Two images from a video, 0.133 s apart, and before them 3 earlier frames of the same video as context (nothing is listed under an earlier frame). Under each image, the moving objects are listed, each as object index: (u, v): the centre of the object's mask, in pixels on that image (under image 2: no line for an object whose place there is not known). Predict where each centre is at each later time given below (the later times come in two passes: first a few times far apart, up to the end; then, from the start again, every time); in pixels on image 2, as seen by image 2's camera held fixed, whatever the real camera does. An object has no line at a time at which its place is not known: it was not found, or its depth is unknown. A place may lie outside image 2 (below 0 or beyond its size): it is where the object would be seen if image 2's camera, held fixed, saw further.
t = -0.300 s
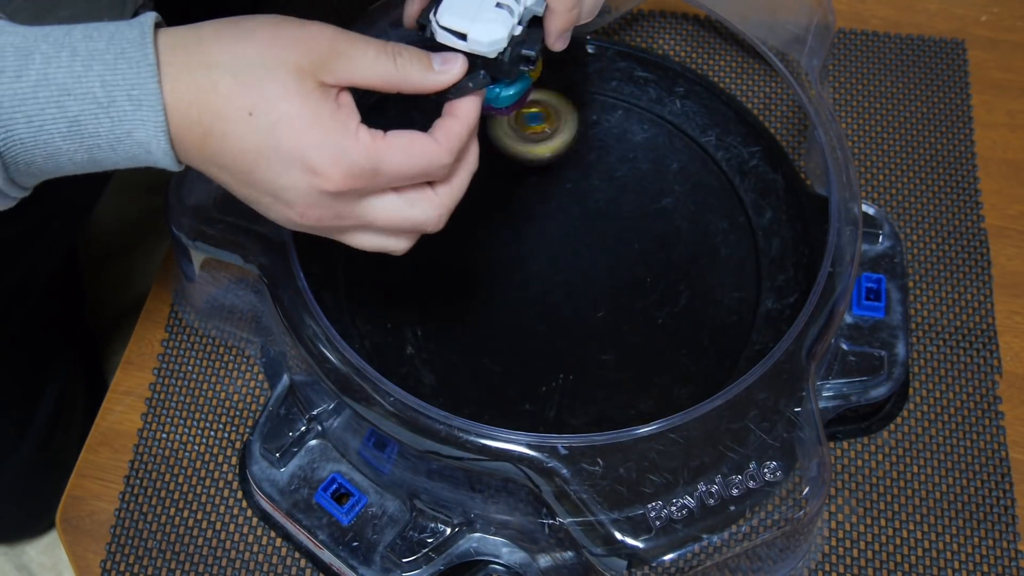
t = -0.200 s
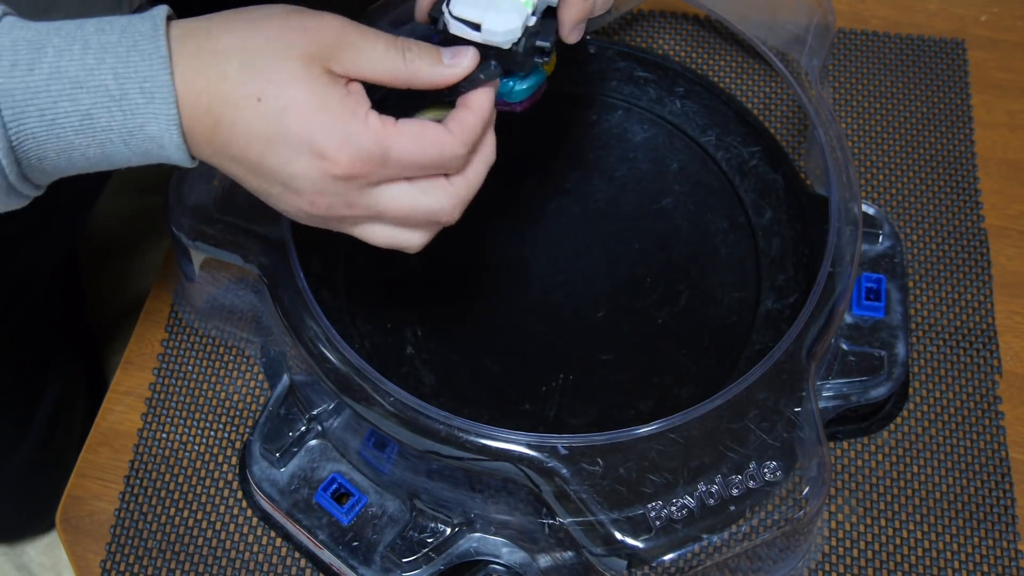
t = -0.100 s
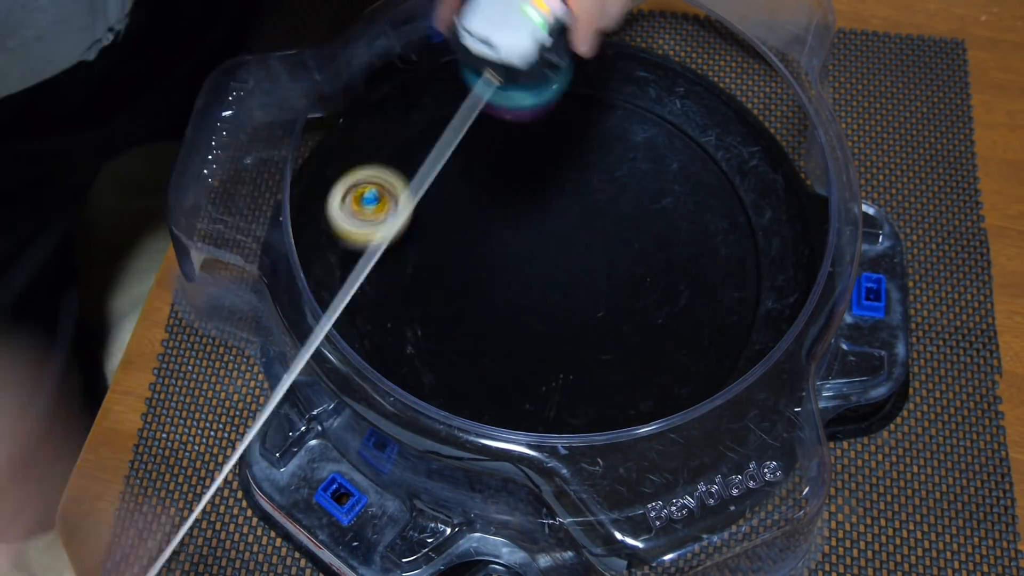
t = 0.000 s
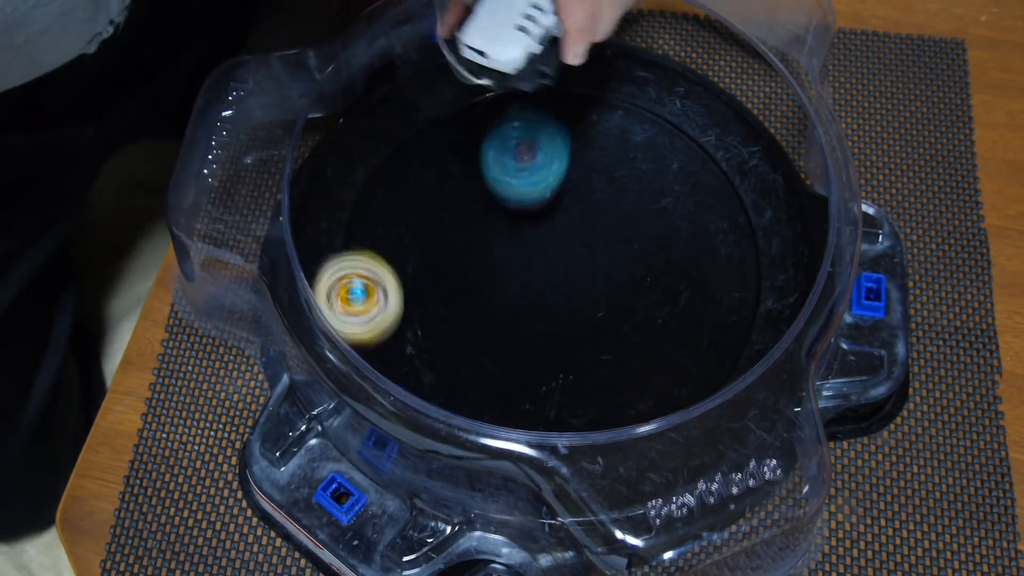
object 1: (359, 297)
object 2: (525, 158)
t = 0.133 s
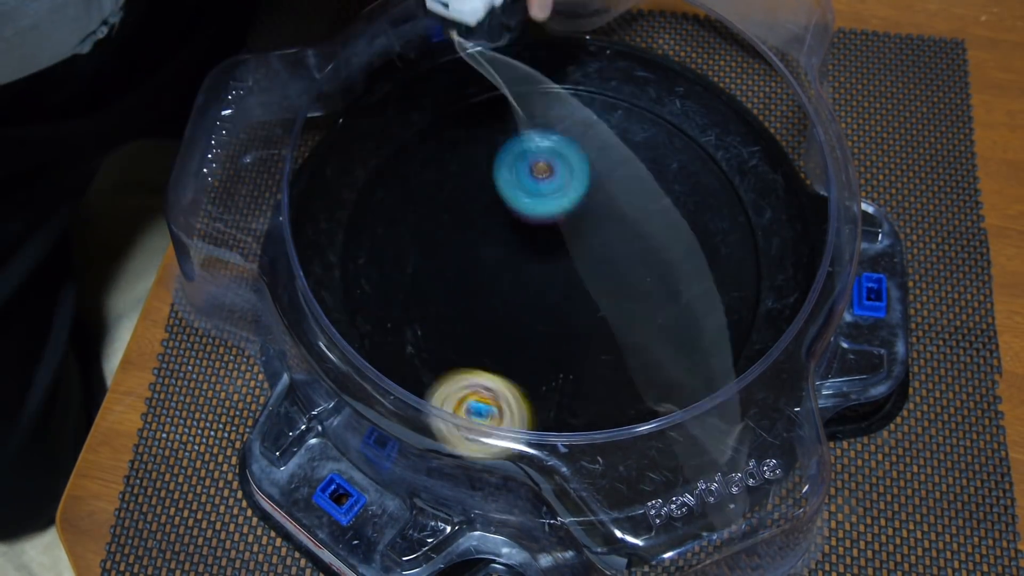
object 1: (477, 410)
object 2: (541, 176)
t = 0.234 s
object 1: (653, 411)
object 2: (556, 267)
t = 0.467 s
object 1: (768, 157)
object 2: (606, 313)
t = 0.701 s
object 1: (587, 48)
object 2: (601, 252)
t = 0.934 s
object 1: (423, 229)
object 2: (536, 194)
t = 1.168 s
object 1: (531, 371)
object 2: (484, 252)
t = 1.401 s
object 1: (700, 311)
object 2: (585, 308)
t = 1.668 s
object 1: (689, 127)
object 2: (595, 234)
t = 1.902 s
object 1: (491, 111)
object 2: (482, 200)
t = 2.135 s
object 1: (417, 190)
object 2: (490, 372)
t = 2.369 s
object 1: (499, 315)
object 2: (647, 336)
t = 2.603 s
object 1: (640, 295)
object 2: (625, 185)
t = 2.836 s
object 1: (676, 197)
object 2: (491, 181)
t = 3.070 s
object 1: (560, 165)
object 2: (489, 275)
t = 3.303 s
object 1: (481, 262)
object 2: (615, 290)
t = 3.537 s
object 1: (537, 356)
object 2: (630, 187)
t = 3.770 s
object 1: (650, 328)
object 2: (553, 186)
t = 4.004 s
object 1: (618, 211)
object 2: (508, 266)
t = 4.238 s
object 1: (511, 179)
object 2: (613, 287)
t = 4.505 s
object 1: (435, 253)
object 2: (625, 187)
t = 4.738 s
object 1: (543, 321)
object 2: (506, 207)
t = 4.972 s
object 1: (645, 260)
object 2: (543, 317)
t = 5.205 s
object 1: (635, 170)
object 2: (657, 277)
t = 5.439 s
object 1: (516, 148)
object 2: (601, 210)
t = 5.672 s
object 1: (451, 241)
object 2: (547, 260)
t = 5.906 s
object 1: (512, 339)
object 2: (603, 282)
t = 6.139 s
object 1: (628, 343)
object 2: (597, 234)
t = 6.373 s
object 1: (659, 254)
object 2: (529, 208)
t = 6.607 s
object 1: (549, 193)
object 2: (521, 279)
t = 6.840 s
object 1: (447, 223)
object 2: (560, 284)
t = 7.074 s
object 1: (494, 315)
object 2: (580, 248)
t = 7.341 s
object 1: (616, 340)
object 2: (583, 174)
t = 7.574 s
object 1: (636, 241)
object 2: (522, 188)
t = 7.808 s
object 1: (600, 177)
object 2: (440, 250)
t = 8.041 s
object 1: (526, 210)
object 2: (500, 309)
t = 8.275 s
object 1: (556, 178)
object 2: (584, 422)
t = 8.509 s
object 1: (556, 189)
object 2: (632, 322)
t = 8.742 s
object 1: (563, 154)
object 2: (615, 347)
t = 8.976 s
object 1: (534, 178)
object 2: (582, 331)
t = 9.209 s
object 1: (580, 176)
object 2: (533, 364)
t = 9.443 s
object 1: (602, 124)
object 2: (505, 355)
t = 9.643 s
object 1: (588, 161)
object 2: (531, 282)
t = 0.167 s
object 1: (536, 424)
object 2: (546, 199)
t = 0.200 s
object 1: (594, 425)
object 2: (551, 230)
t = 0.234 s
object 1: (653, 411)
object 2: (556, 267)
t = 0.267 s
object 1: (705, 384)
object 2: (566, 266)
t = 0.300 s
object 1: (735, 342)
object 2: (577, 268)
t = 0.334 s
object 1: (768, 305)
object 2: (587, 278)
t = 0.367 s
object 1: (782, 263)
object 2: (596, 297)
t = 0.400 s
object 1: (791, 224)
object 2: (601, 307)
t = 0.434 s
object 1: (785, 189)
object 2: (604, 306)
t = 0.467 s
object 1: (768, 157)
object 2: (606, 313)
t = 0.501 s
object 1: (748, 126)
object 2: (607, 312)
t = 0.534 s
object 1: (725, 98)
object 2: (607, 308)
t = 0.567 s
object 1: (702, 73)
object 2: (608, 302)
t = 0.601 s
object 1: (677, 51)
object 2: (609, 292)
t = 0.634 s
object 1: (649, 34)
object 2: (607, 279)
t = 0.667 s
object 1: (615, 33)
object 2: (604, 266)
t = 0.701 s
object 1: (587, 48)
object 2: (601, 252)
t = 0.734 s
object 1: (558, 70)
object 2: (595, 239)
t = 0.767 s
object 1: (528, 96)
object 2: (588, 227)
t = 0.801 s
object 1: (499, 121)
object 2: (580, 215)
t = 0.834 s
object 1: (472, 147)
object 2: (570, 207)
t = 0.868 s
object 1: (450, 173)
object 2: (560, 201)
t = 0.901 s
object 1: (434, 201)
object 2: (548, 196)
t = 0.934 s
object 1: (423, 229)
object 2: (536, 194)
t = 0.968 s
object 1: (422, 257)
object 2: (524, 195)
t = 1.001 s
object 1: (428, 284)
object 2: (512, 200)
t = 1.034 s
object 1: (439, 308)
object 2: (502, 208)
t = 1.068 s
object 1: (456, 329)
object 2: (493, 218)
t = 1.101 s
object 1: (479, 348)
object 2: (486, 229)
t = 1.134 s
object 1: (503, 361)
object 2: (483, 240)
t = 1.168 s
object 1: (531, 371)
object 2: (484, 252)
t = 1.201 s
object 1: (561, 375)
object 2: (489, 266)
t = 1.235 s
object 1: (589, 375)
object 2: (498, 279)
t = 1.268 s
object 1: (617, 370)
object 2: (511, 292)
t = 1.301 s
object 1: (642, 361)
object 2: (528, 301)
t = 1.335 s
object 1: (666, 348)
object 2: (547, 308)
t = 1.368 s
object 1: (685, 330)
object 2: (567, 310)
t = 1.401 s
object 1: (700, 311)
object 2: (585, 308)
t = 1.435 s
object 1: (711, 289)
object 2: (601, 302)
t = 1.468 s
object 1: (718, 266)
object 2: (617, 294)
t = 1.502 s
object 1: (719, 242)
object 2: (629, 283)
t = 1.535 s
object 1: (714, 220)
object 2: (637, 271)
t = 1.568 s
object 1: (706, 197)
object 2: (642, 260)
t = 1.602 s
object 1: (706, 171)
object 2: (628, 253)
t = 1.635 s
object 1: (701, 147)
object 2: (612, 245)
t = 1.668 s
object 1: (689, 127)
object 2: (595, 234)
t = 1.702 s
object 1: (669, 112)
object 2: (577, 224)
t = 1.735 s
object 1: (644, 98)
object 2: (559, 214)
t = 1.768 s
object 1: (615, 88)
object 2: (540, 206)
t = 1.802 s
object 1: (581, 85)
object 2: (522, 201)
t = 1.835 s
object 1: (548, 88)
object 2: (506, 197)
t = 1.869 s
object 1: (518, 97)
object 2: (492, 197)
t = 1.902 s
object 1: (491, 111)
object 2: (482, 200)
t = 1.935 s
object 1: (470, 125)
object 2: (472, 212)
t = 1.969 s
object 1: (456, 124)
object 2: (460, 245)
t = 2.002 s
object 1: (445, 128)
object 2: (455, 274)
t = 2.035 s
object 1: (436, 137)
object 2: (455, 304)
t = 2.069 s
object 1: (428, 150)
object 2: (461, 330)
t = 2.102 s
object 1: (421, 169)
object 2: (473, 353)
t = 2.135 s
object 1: (417, 190)
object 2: (490, 372)
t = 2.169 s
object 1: (417, 212)
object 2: (511, 385)
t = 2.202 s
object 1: (422, 234)
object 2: (534, 390)
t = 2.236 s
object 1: (430, 255)
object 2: (559, 391)
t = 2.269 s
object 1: (443, 274)
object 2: (584, 387)
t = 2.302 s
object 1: (459, 291)
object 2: (608, 376)
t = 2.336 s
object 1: (478, 305)
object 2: (630, 358)
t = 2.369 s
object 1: (499, 315)
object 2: (647, 336)
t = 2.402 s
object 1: (521, 321)
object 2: (659, 312)
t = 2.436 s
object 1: (543, 324)
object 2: (665, 289)
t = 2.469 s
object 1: (564, 324)
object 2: (665, 265)
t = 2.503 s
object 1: (584, 320)
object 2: (660, 240)
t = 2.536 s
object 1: (604, 314)
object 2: (652, 220)
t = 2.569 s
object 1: (623, 305)
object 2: (641, 201)
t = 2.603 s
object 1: (640, 295)
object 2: (625, 185)
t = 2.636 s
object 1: (653, 283)
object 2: (608, 173)
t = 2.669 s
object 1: (664, 271)
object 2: (589, 165)
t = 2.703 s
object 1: (673, 257)
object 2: (569, 162)
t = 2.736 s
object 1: (678, 243)
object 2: (547, 162)
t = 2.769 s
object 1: (681, 227)
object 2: (527, 165)
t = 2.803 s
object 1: (681, 212)
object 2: (508, 171)
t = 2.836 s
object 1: (676, 197)
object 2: (491, 181)
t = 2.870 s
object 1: (668, 184)
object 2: (479, 193)
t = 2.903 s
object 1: (656, 173)
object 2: (471, 207)
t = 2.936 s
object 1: (640, 164)
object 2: (467, 221)
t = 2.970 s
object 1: (622, 159)
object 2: (467, 235)
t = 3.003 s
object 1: (602, 157)
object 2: (471, 249)
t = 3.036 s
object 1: (581, 159)
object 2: (478, 261)
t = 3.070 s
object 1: (560, 165)
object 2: (489, 275)
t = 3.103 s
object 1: (541, 174)
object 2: (503, 289)
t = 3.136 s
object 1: (523, 185)
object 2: (520, 300)
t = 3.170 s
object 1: (509, 199)
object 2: (540, 307)
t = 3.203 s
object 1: (497, 214)
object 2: (560, 310)
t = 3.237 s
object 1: (489, 230)
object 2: (580, 308)
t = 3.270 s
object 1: (483, 247)
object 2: (598, 301)
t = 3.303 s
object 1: (481, 262)
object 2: (615, 290)
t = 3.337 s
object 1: (482, 277)
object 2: (628, 276)
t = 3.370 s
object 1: (486, 292)
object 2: (637, 261)
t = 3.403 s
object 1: (492, 306)
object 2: (642, 245)
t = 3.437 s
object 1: (501, 321)
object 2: (644, 228)
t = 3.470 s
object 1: (511, 334)
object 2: (642, 213)
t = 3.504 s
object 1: (523, 346)
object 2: (637, 199)
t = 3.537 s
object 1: (537, 356)
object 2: (630, 187)
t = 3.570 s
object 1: (554, 363)
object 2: (621, 179)
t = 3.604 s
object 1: (571, 367)
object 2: (611, 174)
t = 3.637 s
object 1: (589, 367)
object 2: (601, 172)
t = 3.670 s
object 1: (608, 364)
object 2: (589, 173)
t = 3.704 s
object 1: (625, 356)
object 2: (578, 175)
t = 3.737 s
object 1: (640, 344)
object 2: (565, 180)
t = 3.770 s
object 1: (650, 328)
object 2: (553, 186)
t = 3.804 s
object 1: (657, 310)
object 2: (539, 193)
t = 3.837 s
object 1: (659, 292)
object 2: (526, 202)
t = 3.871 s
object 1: (657, 274)
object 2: (513, 213)
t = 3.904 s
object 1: (652, 256)
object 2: (505, 226)
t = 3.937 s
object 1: (643, 240)
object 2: (502, 239)
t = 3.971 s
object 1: (632, 224)
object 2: (503, 252)
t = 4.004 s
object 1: (618, 211)
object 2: (508, 266)
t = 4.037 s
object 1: (604, 200)
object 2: (517, 278)
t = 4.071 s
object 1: (589, 192)
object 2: (530, 287)
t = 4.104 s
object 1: (573, 186)
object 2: (545, 294)
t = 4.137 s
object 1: (558, 182)
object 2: (562, 298)
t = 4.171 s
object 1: (542, 179)
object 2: (579, 298)
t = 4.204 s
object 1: (526, 178)
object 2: (598, 294)
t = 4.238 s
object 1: (511, 179)
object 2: (613, 287)
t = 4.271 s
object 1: (496, 182)
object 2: (627, 278)
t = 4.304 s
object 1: (481, 186)
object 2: (637, 266)
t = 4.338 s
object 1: (467, 192)
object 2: (644, 253)
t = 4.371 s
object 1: (456, 200)
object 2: (648, 239)
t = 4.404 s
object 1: (446, 210)
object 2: (648, 225)
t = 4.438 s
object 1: (439, 223)
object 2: (644, 211)
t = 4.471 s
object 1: (435, 237)
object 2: (636, 199)
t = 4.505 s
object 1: (435, 253)
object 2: (625, 187)
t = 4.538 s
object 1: (440, 269)
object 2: (610, 179)
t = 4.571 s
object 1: (450, 284)
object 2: (592, 174)
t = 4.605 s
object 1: (464, 298)
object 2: (573, 172)
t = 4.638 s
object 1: (482, 309)
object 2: (553, 175)
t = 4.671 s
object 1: (501, 316)
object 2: (535, 182)
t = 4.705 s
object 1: (522, 321)
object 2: (519, 193)
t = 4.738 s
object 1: (543, 321)
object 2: (506, 207)
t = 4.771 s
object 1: (565, 318)
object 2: (498, 223)
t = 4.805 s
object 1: (584, 312)
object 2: (494, 240)
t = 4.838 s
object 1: (600, 305)
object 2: (495, 259)
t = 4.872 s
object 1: (616, 295)
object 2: (501, 276)
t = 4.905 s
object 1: (628, 284)
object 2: (511, 293)
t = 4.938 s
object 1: (638, 272)
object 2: (526, 307)
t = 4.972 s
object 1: (645, 260)
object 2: (543, 317)
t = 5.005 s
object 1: (650, 247)
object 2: (562, 323)
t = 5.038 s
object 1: (653, 233)
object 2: (583, 325)
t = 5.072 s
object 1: (654, 219)
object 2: (603, 322)
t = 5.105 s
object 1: (652, 206)
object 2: (622, 315)
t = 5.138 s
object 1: (649, 193)
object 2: (638, 305)
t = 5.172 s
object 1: (644, 181)
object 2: (650, 293)
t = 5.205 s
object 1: (635, 170)
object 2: (657, 277)
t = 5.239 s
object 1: (624, 161)
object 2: (658, 260)
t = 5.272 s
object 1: (611, 154)
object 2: (655, 242)
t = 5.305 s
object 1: (596, 149)
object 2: (647, 226)
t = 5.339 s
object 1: (580, 148)
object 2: (635, 212)
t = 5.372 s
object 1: (560, 147)
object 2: (622, 205)
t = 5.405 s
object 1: (537, 145)
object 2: (613, 206)
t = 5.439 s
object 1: (516, 148)
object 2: (601, 210)
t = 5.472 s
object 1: (499, 154)
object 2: (588, 217)
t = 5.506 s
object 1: (483, 164)
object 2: (576, 224)
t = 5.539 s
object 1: (471, 176)
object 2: (566, 232)
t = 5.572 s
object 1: (462, 191)
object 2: (558, 238)
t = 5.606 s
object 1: (455, 206)
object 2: (552, 245)
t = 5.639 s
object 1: (452, 224)
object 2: (548, 253)
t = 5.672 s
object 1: (451, 241)
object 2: (547, 260)
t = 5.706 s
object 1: (453, 258)
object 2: (548, 266)
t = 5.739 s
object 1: (460, 275)
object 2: (552, 274)
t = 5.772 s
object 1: (467, 290)
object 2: (559, 281)
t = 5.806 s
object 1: (474, 304)
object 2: (572, 285)
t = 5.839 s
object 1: (486, 317)
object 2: (585, 285)
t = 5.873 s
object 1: (497, 330)
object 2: (595, 284)
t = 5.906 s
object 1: (512, 339)
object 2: (603, 282)
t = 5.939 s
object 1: (529, 345)
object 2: (607, 278)
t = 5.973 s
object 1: (546, 350)
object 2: (610, 274)
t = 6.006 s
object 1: (564, 351)
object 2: (610, 269)
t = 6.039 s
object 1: (581, 349)
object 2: (608, 265)
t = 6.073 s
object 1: (600, 344)
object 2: (605, 260)
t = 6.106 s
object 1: (614, 342)
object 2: (602, 251)
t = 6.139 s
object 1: (628, 343)
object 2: (597, 234)
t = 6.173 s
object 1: (641, 338)
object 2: (591, 221)
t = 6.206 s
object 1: (652, 329)
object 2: (583, 212)
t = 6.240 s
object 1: (663, 317)
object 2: (573, 205)
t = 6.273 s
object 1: (669, 302)
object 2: (561, 202)
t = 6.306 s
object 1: (670, 286)
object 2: (548, 201)
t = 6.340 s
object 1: (666, 269)
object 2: (537, 203)
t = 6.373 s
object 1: (659, 254)
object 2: (529, 208)
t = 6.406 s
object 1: (648, 239)
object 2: (524, 216)
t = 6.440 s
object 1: (635, 228)
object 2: (521, 226)
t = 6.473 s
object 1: (618, 217)
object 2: (519, 238)
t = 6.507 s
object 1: (601, 209)
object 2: (520, 249)
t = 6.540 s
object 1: (583, 203)
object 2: (521, 259)
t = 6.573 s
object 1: (566, 198)
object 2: (522, 268)
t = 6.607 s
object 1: (549, 193)
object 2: (521, 279)
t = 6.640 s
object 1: (533, 191)
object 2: (521, 288)
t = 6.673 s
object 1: (517, 191)
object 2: (522, 293)
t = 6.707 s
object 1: (500, 192)
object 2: (527, 295)
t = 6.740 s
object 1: (484, 196)
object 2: (535, 295)
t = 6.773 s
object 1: (470, 203)
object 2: (544, 293)
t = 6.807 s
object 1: (458, 212)
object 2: (553, 289)
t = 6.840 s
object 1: (447, 223)
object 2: (560, 284)
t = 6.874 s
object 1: (441, 237)
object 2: (567, 278)
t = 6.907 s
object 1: (439, 251)
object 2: (572, 272)
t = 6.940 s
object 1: (441, 267)
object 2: (576, 266)
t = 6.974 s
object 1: (448, 282)
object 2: (578, 260)
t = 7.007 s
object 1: (460, 296)
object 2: (580, 255)
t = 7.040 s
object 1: (475, 307)
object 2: (580, 251)
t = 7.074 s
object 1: (494, 315)
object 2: (580, 248)
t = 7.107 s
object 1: (513, 320)
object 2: (578, 246)
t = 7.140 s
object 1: (535, 320)
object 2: (576, 246)
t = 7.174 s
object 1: (547, 329)
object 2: (581, 236)
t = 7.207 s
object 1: (556, 339)
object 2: (587, 218)
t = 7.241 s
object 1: (569, 345)
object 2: (591, 205)
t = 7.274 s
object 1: (583, 347)
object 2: (592, 193)
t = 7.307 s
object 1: (600, 344)
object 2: (589, 182)
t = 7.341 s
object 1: (616, 340)
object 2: (583, 174)
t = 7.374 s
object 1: (629, 331)
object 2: (575, 169)
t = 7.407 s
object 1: (640, 318)
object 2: (563, 165)
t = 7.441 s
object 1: (647, 304)
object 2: (552, 164)
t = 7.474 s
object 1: (650, 288)
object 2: (542, 166)
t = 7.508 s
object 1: (649, 272)
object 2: (533, 172)
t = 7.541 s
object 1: (645, 256)
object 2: (526, 179)
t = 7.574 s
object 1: (636, 241)
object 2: (522, 188)
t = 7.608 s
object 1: (625, 228)
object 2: (518, 199)
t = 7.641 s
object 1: (612, 216)
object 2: (517, 208)
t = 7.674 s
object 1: (603, 206)
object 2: (510, 218)
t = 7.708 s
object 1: (609, 198)
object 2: (484, 226)
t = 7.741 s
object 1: (610, 190)
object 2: (464, 233)
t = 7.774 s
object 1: (607, 184)
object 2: (448, 241)
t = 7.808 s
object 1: (600, 177)
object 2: (440, 250)
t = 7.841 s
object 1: (590, 171)
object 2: (437, 260)
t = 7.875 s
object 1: (579, 169)
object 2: (438, 271)
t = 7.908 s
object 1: (566, 170)
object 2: (444, 281)
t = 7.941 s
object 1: (552, 175)
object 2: (455, 292)
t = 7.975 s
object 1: (542, 184)
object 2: (469, 300)
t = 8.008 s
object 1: (533, 196)
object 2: (484, 306)
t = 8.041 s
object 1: (526, 210)
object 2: (500, 309)
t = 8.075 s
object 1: (523, 225)
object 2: (516, 308)
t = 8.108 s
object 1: (528, 226)
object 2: (526, 326)
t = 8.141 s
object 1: (538, 211)
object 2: (534, 359)
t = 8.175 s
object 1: (545, 201)
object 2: (545, 385)
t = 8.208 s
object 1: (551, 192)
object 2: (556, 397)
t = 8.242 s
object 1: (554, 184)
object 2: (570, 413)
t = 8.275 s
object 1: (556, 178)
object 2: (584, 422)
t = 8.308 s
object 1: (557, 173)
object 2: (596, 424)
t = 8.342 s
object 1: (557, 170)
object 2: (607, 410)
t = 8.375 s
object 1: (556, 170)
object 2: (613, 393)
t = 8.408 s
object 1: (555, 171)
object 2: (620, 380)
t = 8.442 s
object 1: (554, 175)
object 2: (627, 362)
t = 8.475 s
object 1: (555, 181)
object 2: (631, 341)
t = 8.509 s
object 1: (556, 189)
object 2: (632, 322)
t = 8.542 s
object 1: (559, 197)
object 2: (630, 302)
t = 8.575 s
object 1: (563, 206)
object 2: (627, 285)
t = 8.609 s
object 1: (566, 206)
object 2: (624, 279)
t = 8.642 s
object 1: (566, 187)
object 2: (626, 301)
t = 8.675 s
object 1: (568, 172)
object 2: (625, 320)
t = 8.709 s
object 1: (566, 162)
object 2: (621, 336)
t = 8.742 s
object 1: (563, 154)
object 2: (615, 347)
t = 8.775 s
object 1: (559, 148)
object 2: (609, 353)
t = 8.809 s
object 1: (553, 144)
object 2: (603, 354)
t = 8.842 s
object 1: (547, 144)
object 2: (597, 353)
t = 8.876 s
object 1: (541, 149)
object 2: (592, 348)
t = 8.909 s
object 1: (537, 156)
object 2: (588, 343)
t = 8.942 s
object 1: (535, 166)
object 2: (585, 338)
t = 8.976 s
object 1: (534, 178)
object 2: (582, 331)
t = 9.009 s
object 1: (537, 191)
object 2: (578, 325)
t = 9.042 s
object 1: (541, 203)
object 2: (574, 318)
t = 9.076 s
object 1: (544, 215)
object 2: (571, 311)
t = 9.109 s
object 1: (550, 226)
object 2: (567, 305)
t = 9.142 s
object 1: (560, 213)
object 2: (558, 322)
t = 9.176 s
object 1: (571, 192)
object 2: (545, 346)
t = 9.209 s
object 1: (580, 176)
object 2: (533, 364)
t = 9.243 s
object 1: (589, 164)
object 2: (524, 376)
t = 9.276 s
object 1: (593, 155)
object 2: (516, 382)
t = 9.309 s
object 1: (595, 146)
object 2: (509, 383)
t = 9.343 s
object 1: (597, 140)
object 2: (506, 380)
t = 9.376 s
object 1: (600, 134)
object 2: (504, 374)
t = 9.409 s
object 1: (602, 129)
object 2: (503, 366)
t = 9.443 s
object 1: (602, 124)
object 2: (505, 355)
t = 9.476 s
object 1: (600, 123)
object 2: (508, 343)
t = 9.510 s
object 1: (599, 124)
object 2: (512, 331)
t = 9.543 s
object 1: (597, 128)
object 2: (517, 318)
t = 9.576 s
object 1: (592, 136)
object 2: (522, 306)
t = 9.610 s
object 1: (590, 148)
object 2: (527, 294)
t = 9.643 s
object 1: (588, 161)
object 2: (531, 282)
